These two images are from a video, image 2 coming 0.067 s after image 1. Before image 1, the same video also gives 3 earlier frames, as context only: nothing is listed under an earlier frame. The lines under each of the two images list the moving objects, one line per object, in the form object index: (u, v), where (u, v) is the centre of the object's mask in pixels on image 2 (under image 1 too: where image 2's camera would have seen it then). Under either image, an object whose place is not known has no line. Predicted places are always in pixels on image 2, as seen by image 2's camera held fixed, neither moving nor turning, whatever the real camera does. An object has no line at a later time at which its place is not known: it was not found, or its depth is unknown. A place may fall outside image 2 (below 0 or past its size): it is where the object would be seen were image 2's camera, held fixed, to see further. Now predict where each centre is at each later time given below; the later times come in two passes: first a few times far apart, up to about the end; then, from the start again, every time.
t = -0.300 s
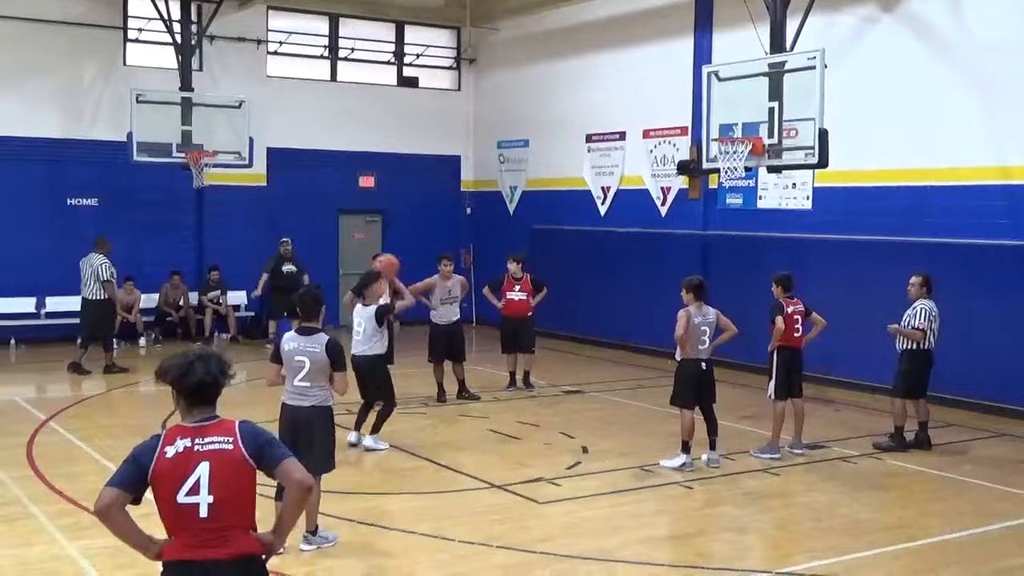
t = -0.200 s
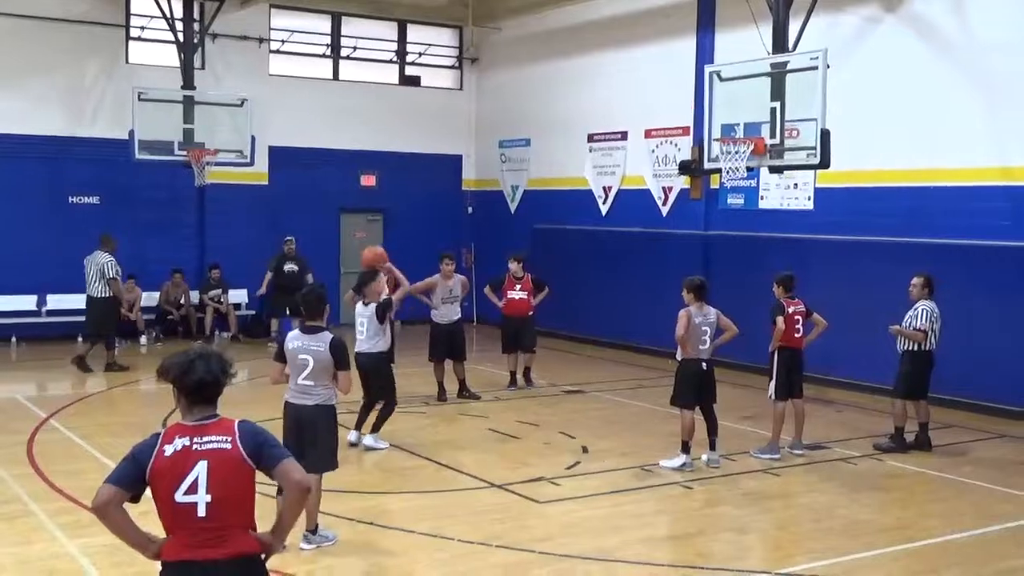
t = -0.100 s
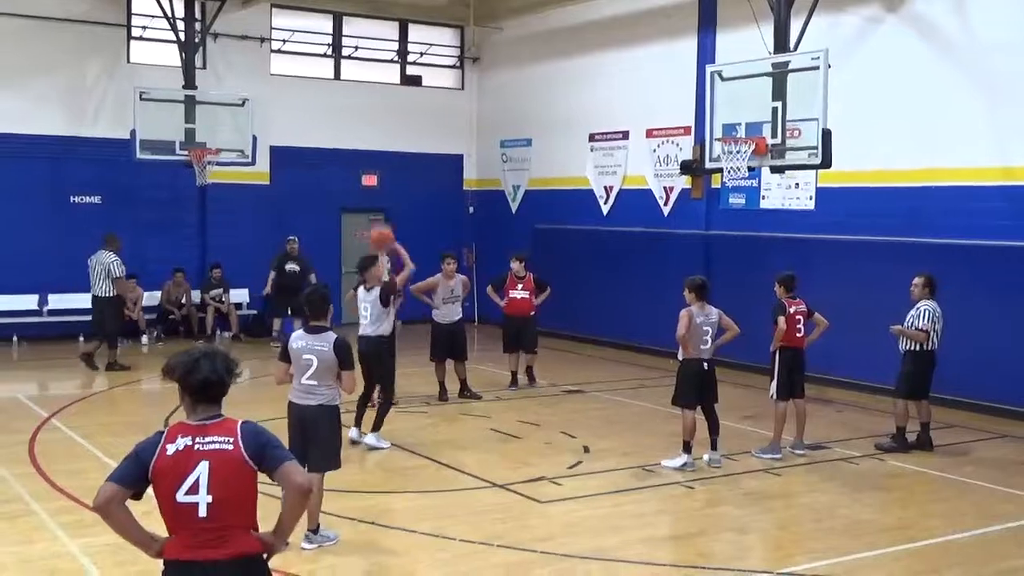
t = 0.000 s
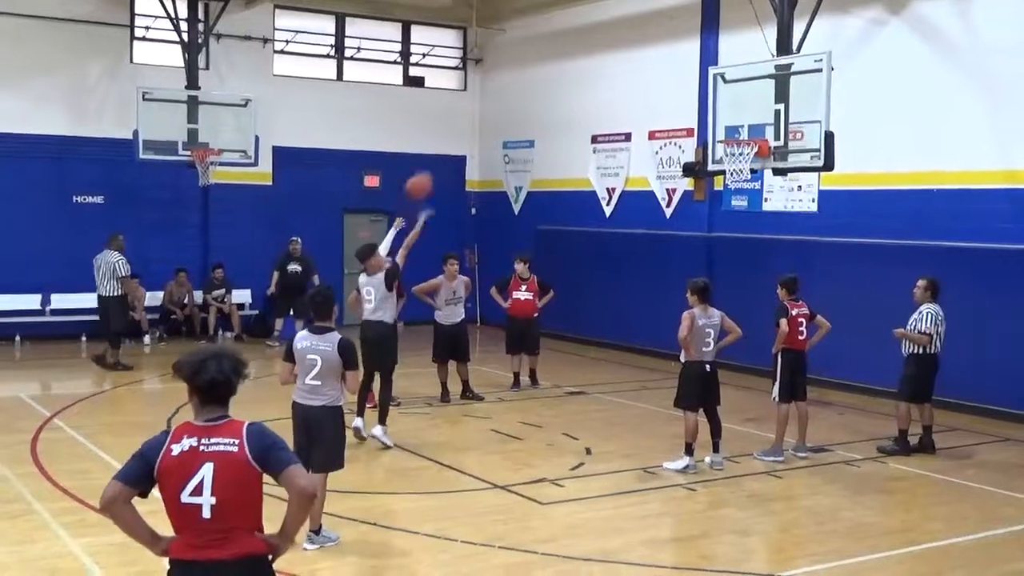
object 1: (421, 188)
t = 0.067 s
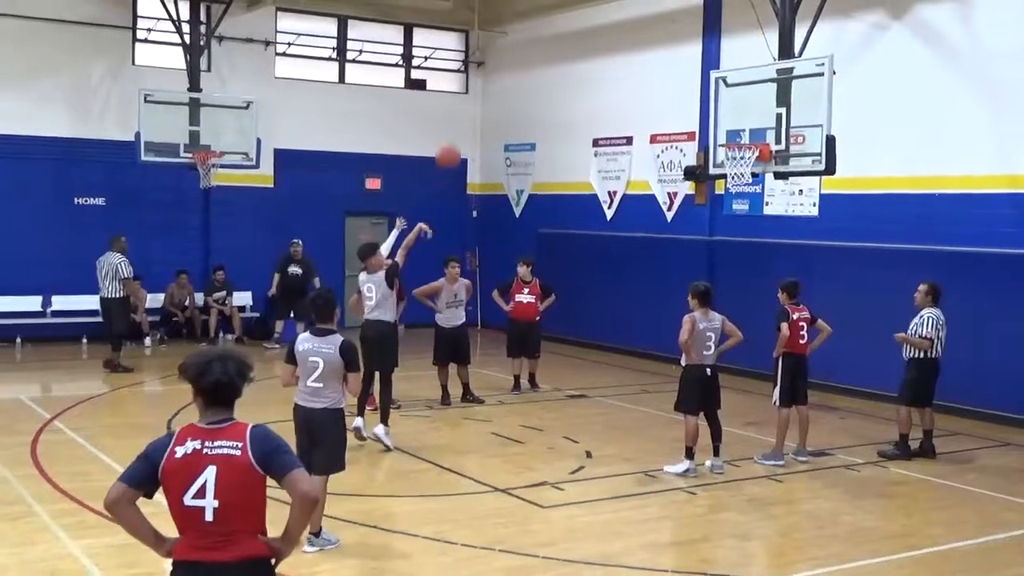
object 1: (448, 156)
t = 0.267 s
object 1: (530, 88)
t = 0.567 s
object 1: (636, 66)
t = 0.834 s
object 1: (717, 116)
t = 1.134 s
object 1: (730, 111)
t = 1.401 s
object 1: (690, 111)
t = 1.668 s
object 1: (647, 175)
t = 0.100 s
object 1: (463, 141)
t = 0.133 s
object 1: (477, 129)
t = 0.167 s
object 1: (491, 117)
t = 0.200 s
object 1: (504, 106)
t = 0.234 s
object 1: (517, 97)
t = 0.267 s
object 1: (530, 88)
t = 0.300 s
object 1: (543, 81)
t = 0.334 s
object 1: (555, 76)
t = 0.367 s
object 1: (568, 70)
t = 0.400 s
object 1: (580, 67)
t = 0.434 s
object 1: (591, 65)
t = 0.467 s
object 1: (603, 63)
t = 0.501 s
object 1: (614, 63)
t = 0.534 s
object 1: (625, 64)
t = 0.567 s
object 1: (636, 66)
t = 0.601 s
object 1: (647, 69)
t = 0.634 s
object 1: (657, 74)
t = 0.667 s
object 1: (668, 78)
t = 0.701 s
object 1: (678, 84)
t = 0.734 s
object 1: (688, 91)
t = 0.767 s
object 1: (698, 99)
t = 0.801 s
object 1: (707, 106)
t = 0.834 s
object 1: (717, 116)
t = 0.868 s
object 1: (727, 126)
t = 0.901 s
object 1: (735, 135)
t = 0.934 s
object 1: (743, 138)
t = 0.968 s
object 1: (749, 137)
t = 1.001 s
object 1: (749, 134)
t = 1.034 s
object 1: (744, 127)
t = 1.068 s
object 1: (739, 120)
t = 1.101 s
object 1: (735, 115)
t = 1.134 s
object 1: (730, 111)
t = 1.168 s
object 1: (726, 107)
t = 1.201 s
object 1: (720, 105)
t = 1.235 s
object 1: (715, 103)
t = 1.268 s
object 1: (712, 102)
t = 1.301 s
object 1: (706, 103)
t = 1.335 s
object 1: (700, 105)
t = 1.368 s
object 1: (694, 107)
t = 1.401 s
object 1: (690, 111)
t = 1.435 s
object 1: (685, 115)
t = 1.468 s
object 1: (680, 121)
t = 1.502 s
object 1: (675, 127)
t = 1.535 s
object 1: (669, 134)
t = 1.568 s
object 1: (662, 143)
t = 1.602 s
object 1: (658, 153)
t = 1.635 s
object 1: (653, 163)
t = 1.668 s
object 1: (647, 175)
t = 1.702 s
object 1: (641, 188)
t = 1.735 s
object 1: (636, 202)
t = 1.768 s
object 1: (631, 214)
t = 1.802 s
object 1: (625, 232)
